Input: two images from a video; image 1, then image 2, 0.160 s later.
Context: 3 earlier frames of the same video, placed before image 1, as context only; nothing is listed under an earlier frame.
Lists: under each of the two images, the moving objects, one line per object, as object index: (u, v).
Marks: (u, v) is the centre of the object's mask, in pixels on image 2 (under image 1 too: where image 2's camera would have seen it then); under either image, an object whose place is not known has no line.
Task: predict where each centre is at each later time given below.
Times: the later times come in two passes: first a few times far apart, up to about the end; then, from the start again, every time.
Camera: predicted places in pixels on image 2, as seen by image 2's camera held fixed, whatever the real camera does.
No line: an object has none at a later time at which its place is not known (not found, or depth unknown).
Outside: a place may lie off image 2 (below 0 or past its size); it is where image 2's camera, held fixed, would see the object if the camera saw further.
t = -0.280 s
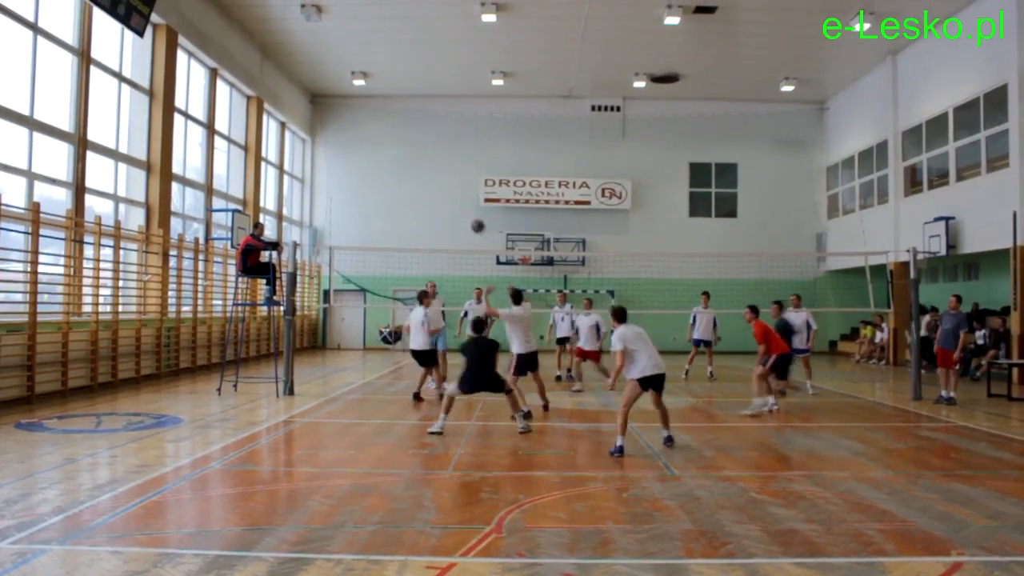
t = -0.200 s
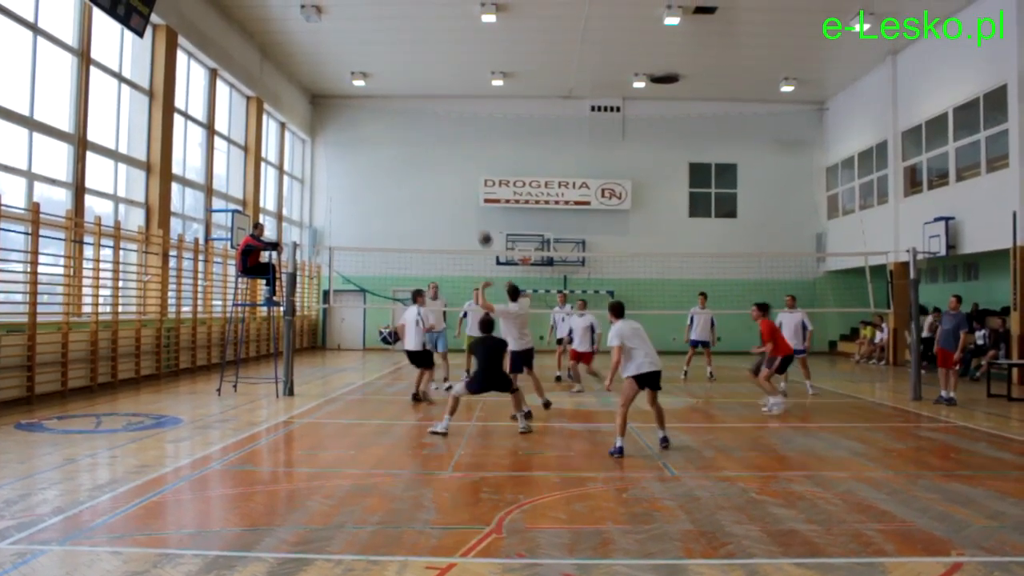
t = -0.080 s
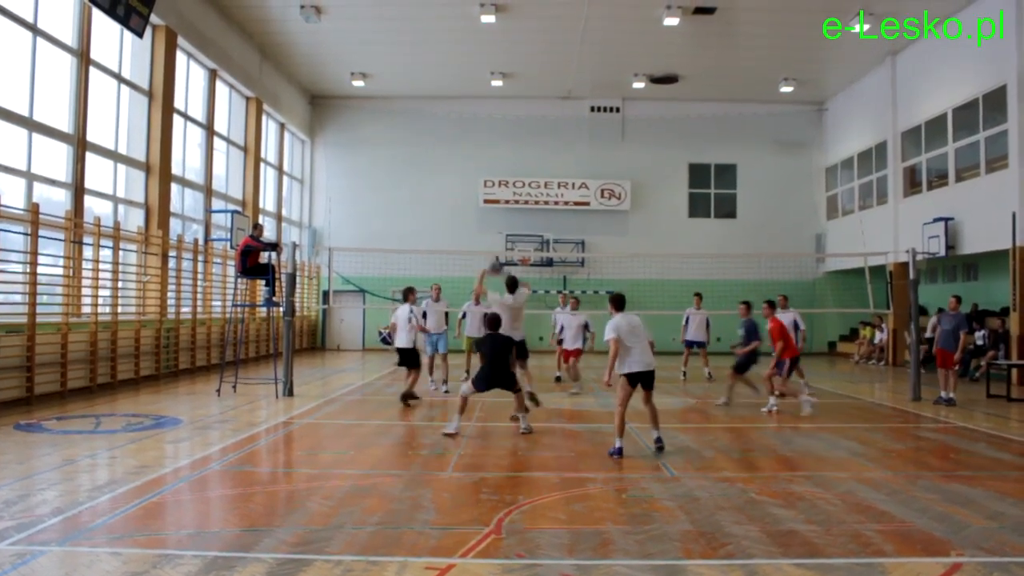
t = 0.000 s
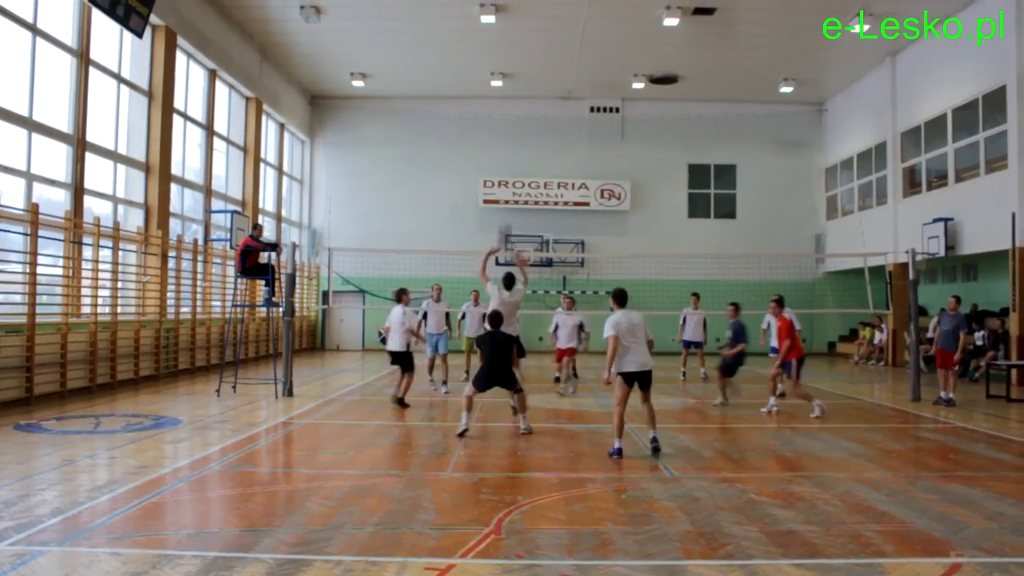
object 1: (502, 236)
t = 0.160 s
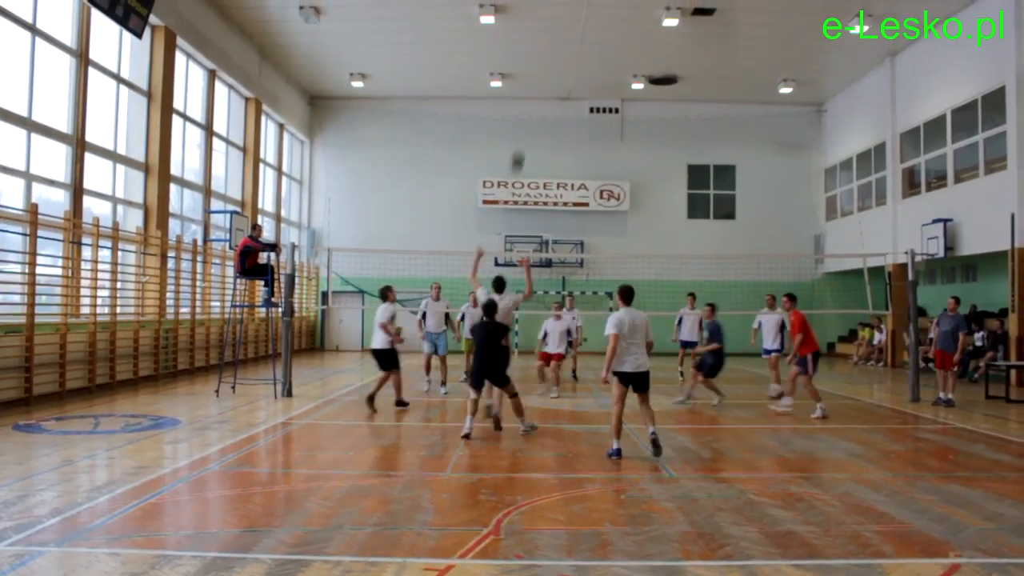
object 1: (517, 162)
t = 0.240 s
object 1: (523, 132)
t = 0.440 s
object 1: (540, 78)
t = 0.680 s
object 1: (559, 53)
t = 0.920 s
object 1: (578, 70)
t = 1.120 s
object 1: (594, 117)
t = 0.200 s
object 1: (520, 146)
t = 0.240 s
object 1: (523, 132)
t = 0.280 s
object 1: (527, 119)
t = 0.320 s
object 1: (530, 107)
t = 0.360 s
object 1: (533, 96)
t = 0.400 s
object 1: (537, 87)
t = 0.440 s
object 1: (540, 78)
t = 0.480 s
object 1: (543, 71)
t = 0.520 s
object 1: (547, 65)
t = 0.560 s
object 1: (550, 61)
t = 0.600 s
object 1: (553, 57)
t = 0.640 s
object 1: (556, 55)
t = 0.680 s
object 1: (559, 53)
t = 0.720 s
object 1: (562, 53)
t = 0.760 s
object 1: (565, 54)
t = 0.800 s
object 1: (568, 56)
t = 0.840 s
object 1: (572, 59)
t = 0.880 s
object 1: (575, 64)
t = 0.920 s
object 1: (578, 70)
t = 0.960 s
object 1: (581, 77)
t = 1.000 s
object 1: (585, 85)
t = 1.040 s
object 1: (588, 94)
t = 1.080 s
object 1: (592, 105)
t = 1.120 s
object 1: (594, 117)
